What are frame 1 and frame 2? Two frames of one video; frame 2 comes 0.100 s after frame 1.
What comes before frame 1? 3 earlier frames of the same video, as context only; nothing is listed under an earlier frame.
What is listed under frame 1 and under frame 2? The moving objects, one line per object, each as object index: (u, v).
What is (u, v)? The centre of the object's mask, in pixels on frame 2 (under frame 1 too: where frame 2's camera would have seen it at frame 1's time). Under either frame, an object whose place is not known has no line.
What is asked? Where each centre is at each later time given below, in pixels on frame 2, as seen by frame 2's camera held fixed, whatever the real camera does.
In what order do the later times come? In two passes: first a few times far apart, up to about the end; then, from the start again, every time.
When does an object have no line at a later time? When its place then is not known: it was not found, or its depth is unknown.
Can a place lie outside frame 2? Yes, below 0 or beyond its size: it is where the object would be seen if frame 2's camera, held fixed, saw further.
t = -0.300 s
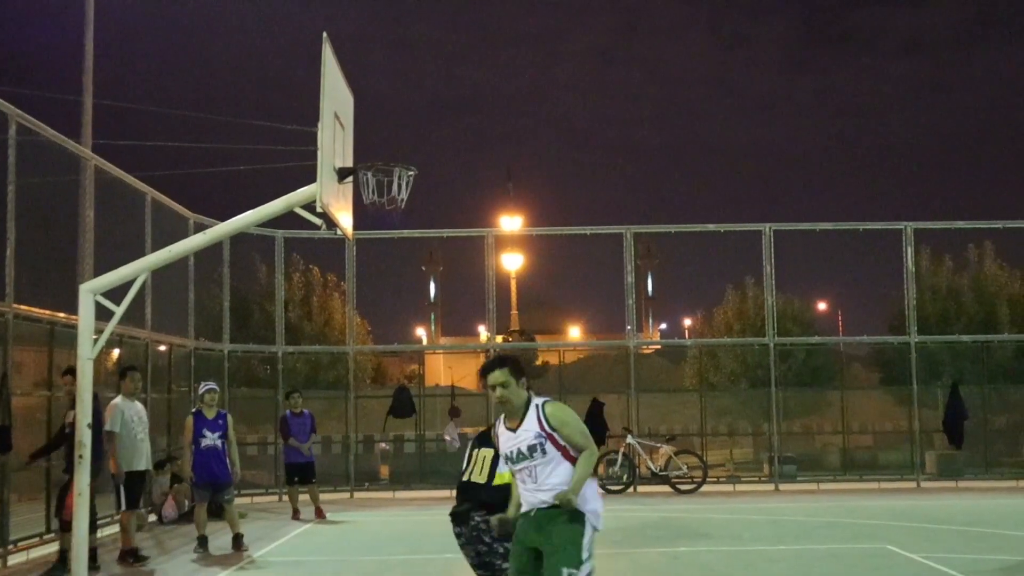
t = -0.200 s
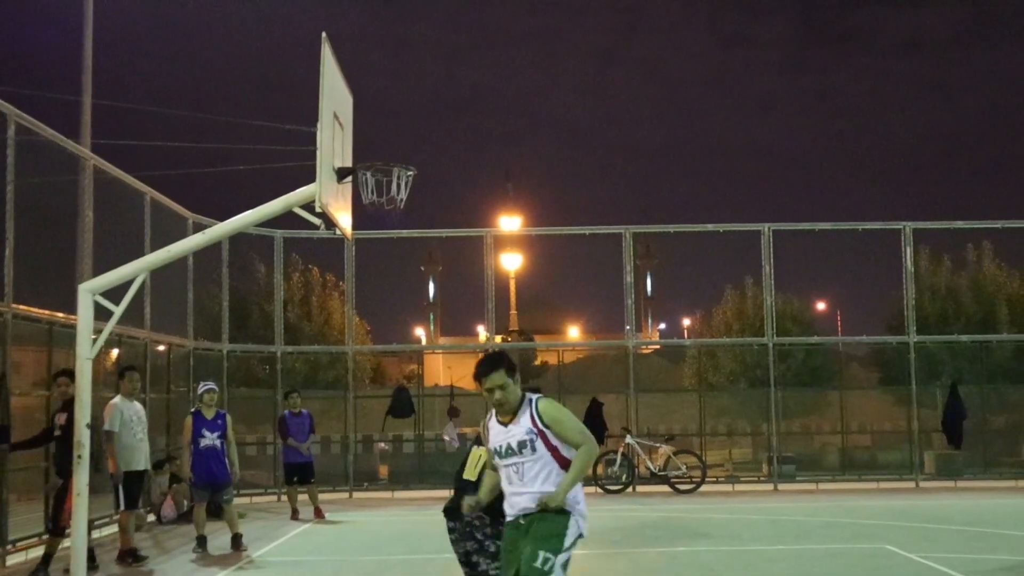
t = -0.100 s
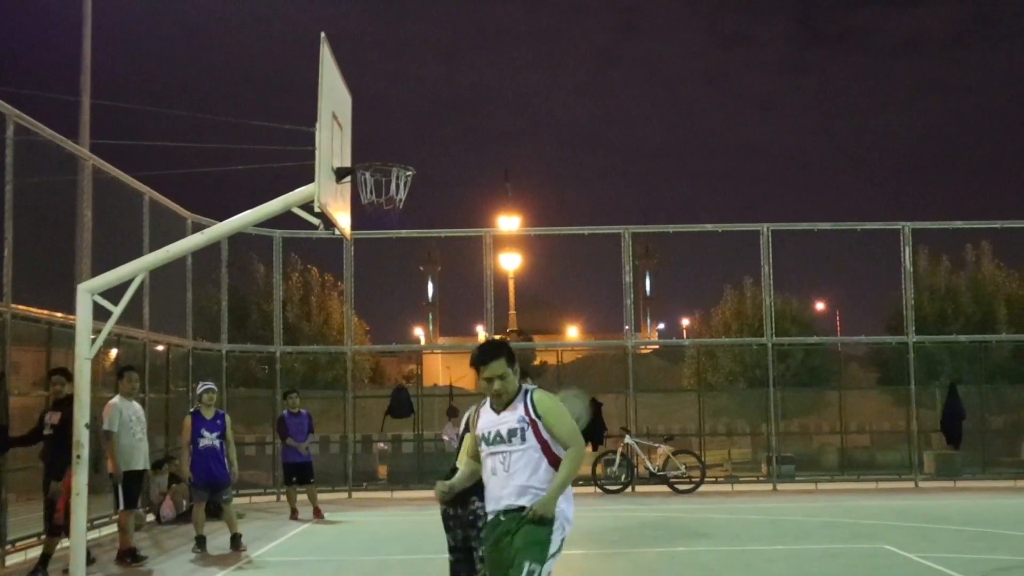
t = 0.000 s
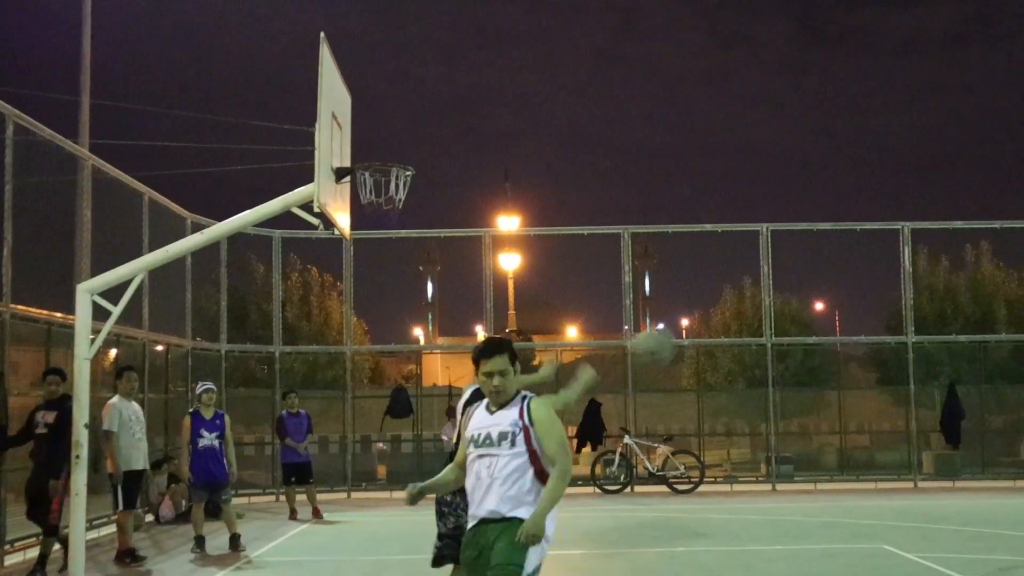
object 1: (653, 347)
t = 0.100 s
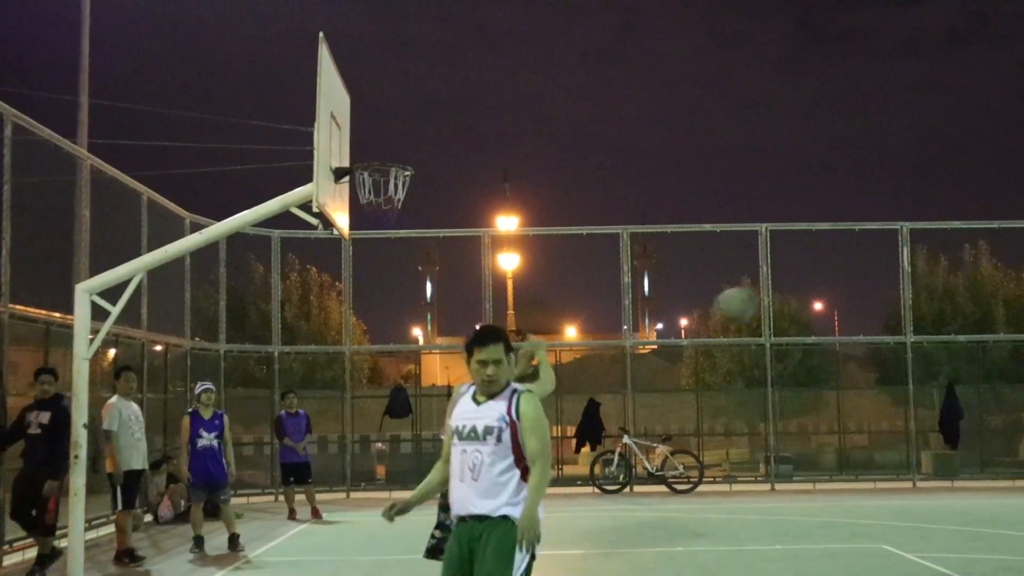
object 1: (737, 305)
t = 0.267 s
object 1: (851, 274)
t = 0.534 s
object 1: (1000, 300)
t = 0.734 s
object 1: (1099, 362)
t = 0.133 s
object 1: (761, 295)
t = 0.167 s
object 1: (787, 286)
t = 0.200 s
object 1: (808, 280)
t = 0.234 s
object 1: (830, 277)
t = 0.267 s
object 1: (851, 274)
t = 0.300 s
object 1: (872, 273)
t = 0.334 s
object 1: (890, 272)
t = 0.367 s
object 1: (911, 275)
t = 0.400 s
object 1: (930, 277)
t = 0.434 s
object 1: (948, 282)
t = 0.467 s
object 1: (965, 286)
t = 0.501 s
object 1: (983, 293)
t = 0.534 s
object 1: (1000, 300)
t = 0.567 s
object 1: (1016, 309)
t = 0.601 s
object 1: (1033, 317)
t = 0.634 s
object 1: (1051, 327)
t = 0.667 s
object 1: (1071, 337)
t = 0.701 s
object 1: (1084, 349)
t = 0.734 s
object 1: (1099, 362)
